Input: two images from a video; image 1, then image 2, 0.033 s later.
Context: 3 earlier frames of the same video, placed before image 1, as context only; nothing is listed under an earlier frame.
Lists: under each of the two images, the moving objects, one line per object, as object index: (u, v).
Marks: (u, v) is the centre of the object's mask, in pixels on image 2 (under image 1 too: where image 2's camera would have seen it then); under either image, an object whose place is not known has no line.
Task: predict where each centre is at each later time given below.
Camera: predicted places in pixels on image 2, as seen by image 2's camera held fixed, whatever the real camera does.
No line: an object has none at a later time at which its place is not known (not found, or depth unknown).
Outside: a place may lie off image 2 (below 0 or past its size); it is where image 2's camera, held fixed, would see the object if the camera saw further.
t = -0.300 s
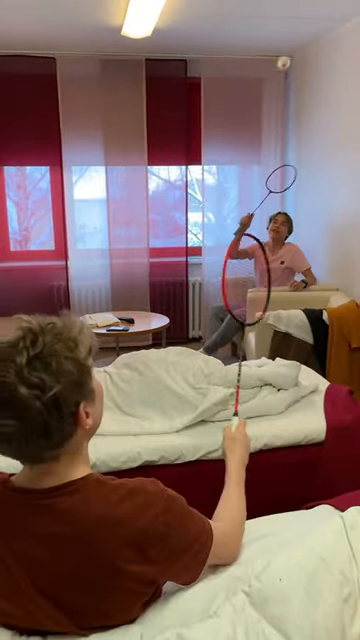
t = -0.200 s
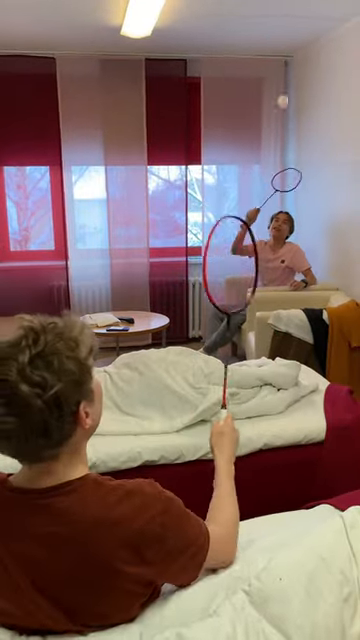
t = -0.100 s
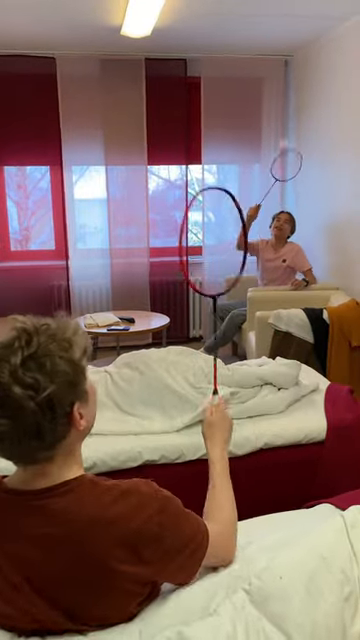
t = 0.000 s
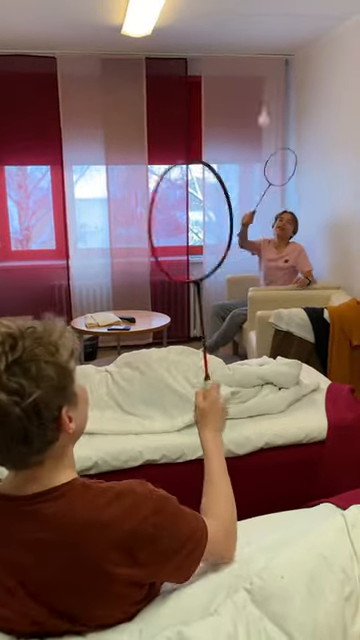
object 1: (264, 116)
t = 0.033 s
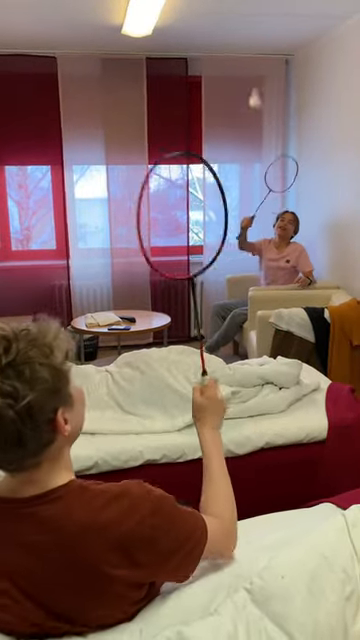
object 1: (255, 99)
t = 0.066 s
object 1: (246, 81)
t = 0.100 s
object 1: (236, 58)
